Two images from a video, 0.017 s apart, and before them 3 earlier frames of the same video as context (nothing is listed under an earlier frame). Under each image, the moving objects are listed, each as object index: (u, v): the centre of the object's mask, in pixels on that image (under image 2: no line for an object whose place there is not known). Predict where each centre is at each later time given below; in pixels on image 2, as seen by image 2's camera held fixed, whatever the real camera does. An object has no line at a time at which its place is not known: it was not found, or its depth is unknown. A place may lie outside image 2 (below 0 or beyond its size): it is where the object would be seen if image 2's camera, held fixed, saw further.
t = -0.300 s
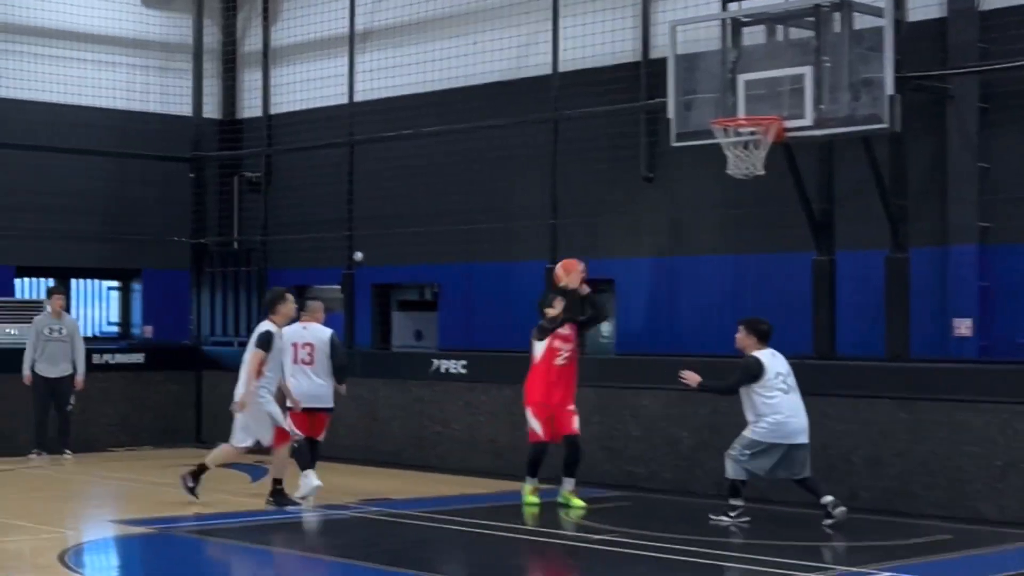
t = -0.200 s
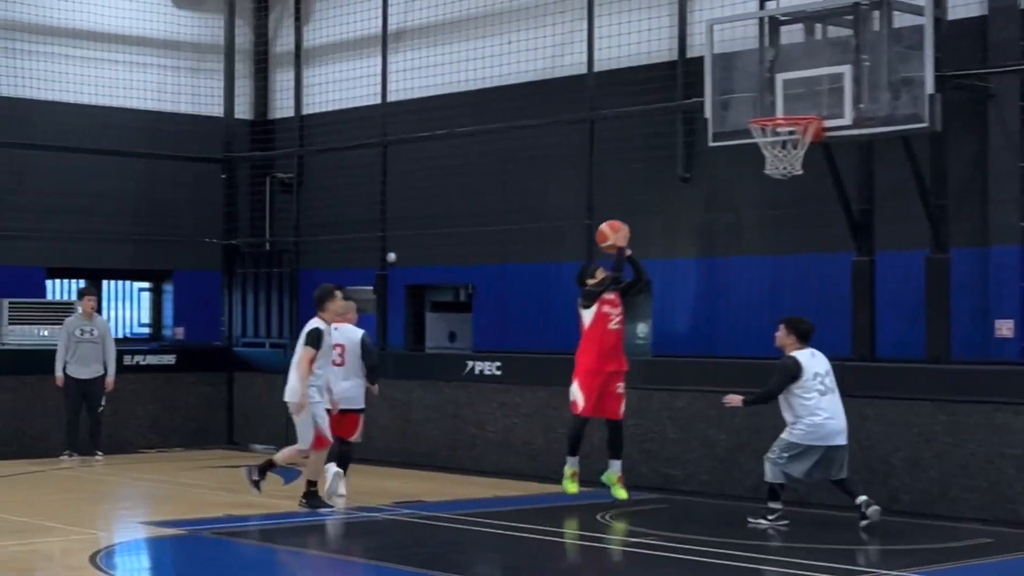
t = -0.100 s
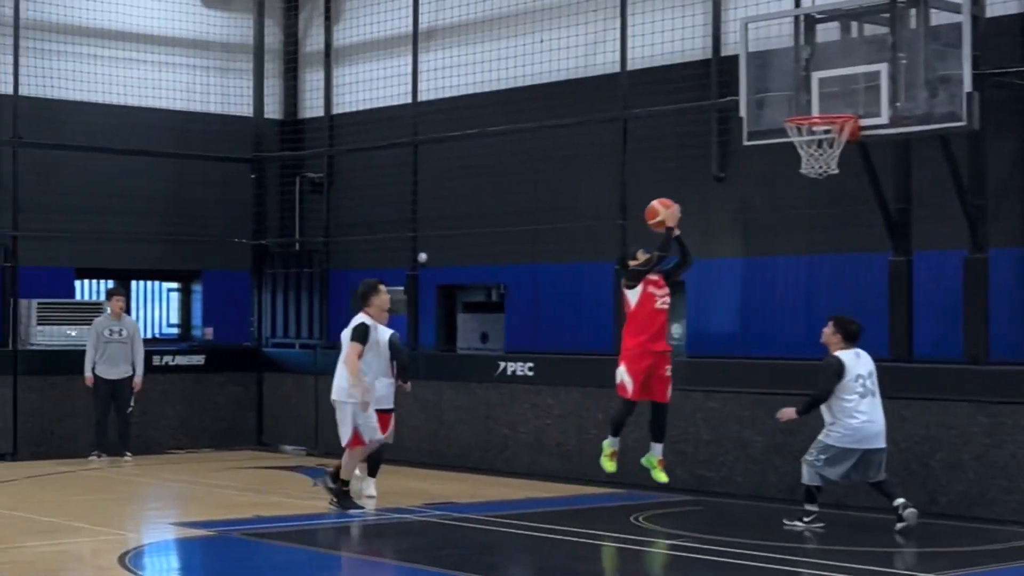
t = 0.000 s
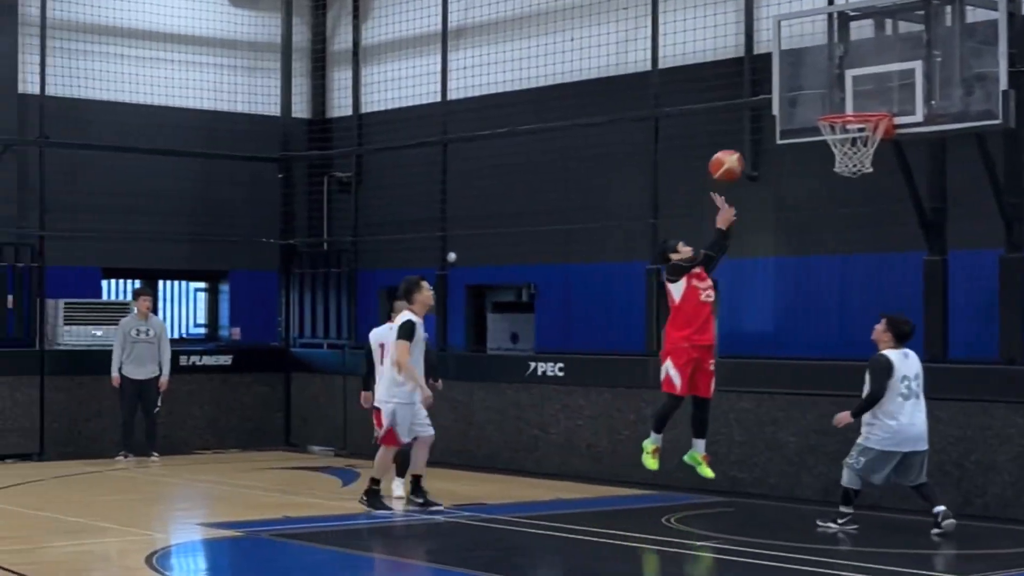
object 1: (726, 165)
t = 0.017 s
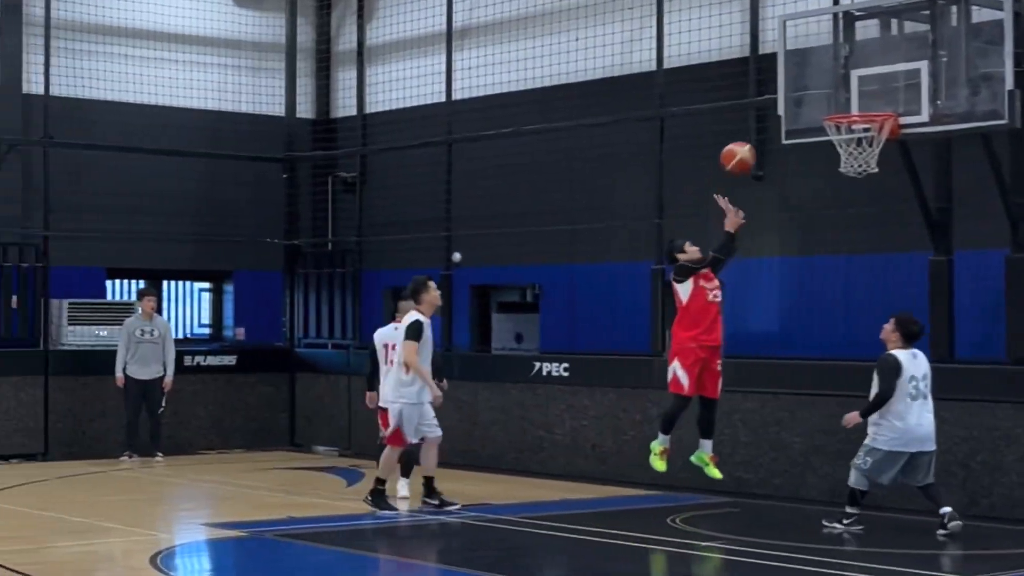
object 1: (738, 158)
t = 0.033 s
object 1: (744, 150)
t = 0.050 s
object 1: (750, 142)
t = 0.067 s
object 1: (757, 136)
